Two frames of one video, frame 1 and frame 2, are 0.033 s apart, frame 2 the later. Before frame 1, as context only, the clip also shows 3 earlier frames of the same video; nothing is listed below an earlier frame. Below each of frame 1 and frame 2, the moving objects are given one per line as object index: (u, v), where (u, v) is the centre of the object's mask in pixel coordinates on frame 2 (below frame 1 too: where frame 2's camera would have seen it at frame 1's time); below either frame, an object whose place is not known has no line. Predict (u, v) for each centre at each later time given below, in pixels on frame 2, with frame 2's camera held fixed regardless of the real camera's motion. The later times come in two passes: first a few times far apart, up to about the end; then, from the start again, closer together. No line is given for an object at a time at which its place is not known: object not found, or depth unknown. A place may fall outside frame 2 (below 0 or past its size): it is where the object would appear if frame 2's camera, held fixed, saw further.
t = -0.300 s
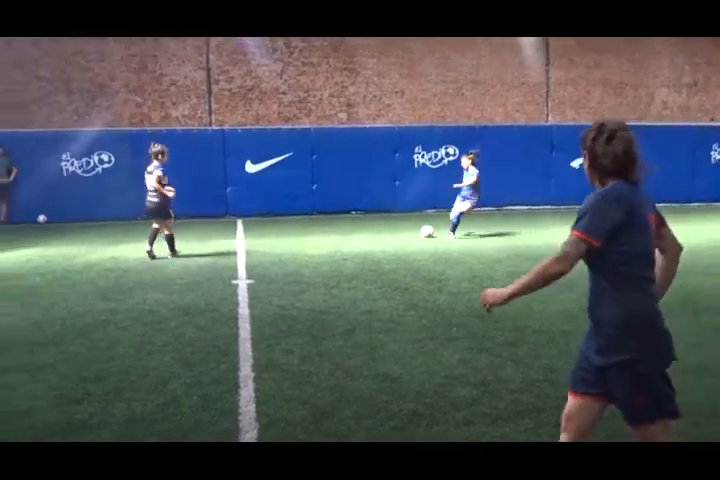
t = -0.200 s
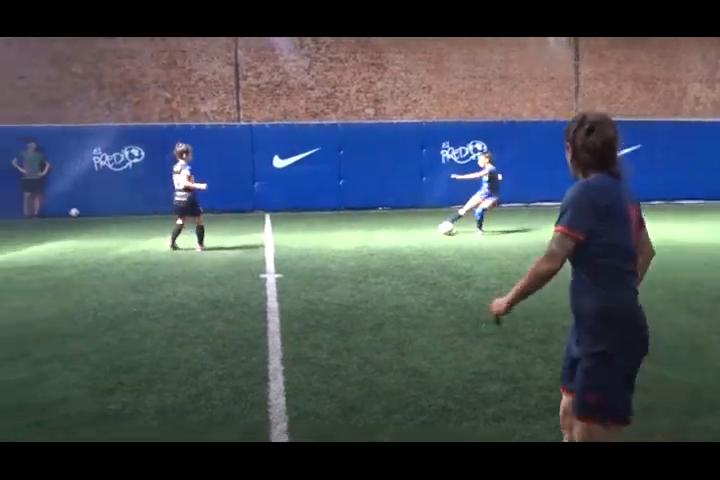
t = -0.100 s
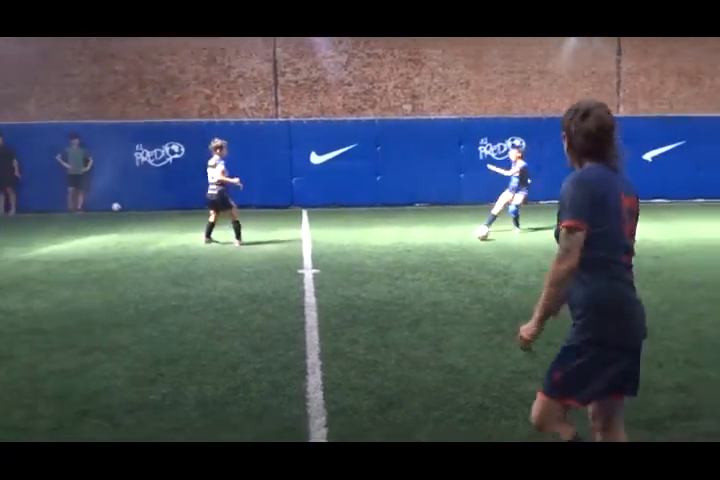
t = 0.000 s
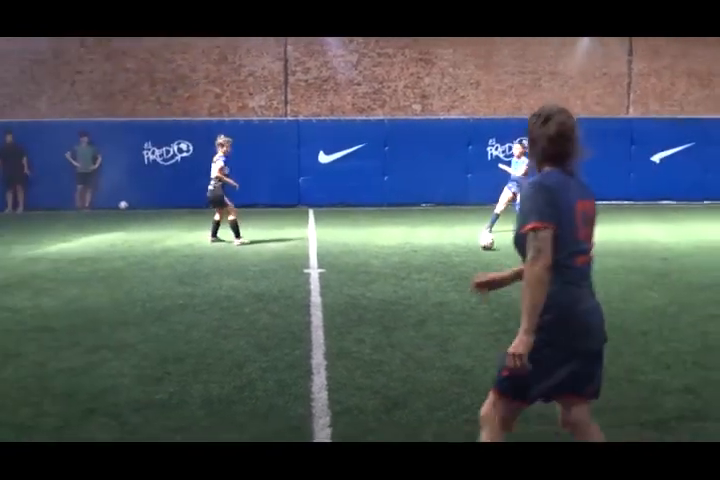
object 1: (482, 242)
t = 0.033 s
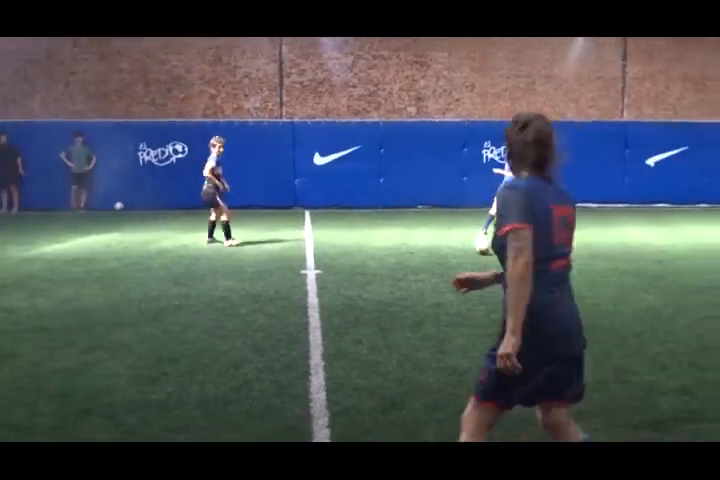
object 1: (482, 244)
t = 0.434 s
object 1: (466, 287)
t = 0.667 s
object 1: (449, 315)
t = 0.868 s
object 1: (430, 350)
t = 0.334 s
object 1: (467, 272)
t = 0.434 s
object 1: (466, 287)
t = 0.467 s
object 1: (463, 290)
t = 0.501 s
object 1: (459, 293)
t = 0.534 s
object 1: (458, 297)
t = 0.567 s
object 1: (456, 301)
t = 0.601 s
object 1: (453, 306)
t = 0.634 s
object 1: (451, 310)
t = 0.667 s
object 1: (449, 315)
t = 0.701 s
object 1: (446, 320)
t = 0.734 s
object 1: (443, 325)
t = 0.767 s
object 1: (439, 329)
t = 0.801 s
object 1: (437, 336)
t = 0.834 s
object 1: (434, 342)
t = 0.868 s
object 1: (430, 350)
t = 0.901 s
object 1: (427, 355)
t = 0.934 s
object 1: (423, 362)
